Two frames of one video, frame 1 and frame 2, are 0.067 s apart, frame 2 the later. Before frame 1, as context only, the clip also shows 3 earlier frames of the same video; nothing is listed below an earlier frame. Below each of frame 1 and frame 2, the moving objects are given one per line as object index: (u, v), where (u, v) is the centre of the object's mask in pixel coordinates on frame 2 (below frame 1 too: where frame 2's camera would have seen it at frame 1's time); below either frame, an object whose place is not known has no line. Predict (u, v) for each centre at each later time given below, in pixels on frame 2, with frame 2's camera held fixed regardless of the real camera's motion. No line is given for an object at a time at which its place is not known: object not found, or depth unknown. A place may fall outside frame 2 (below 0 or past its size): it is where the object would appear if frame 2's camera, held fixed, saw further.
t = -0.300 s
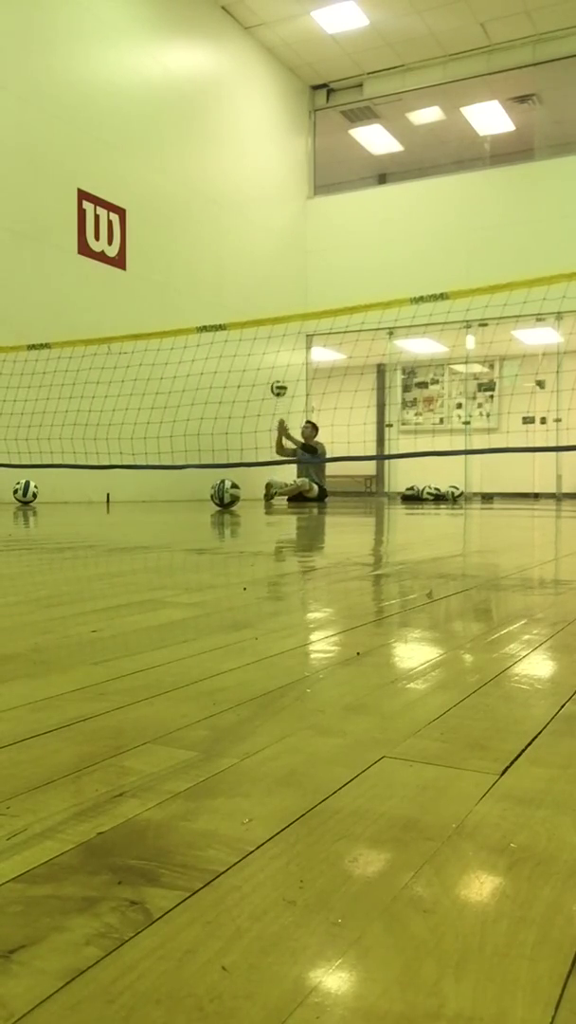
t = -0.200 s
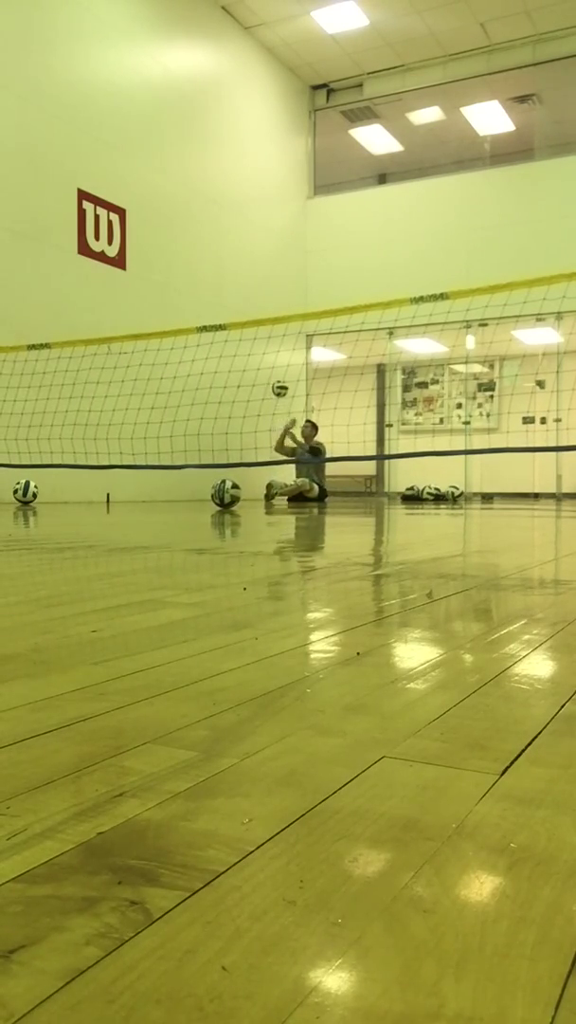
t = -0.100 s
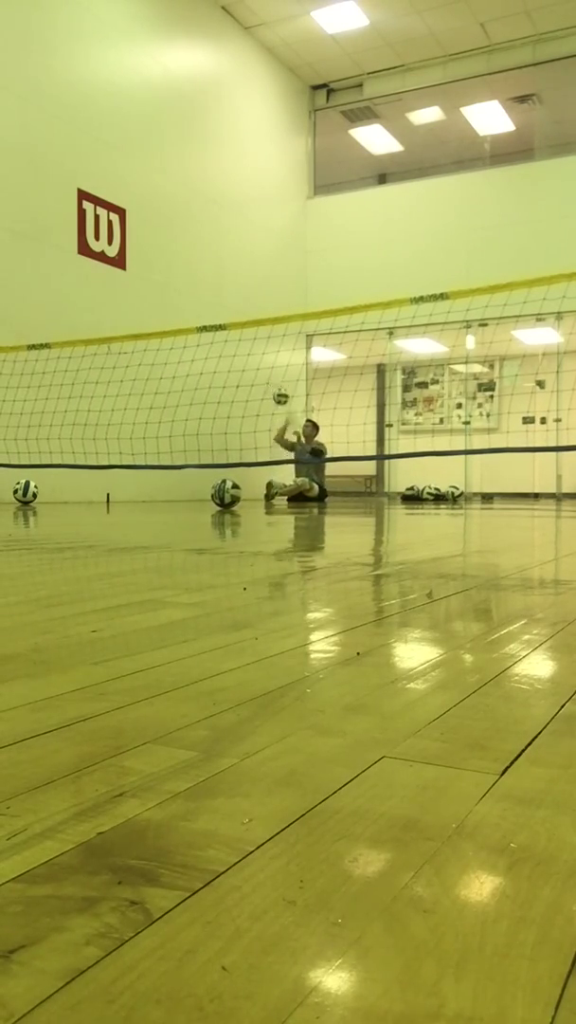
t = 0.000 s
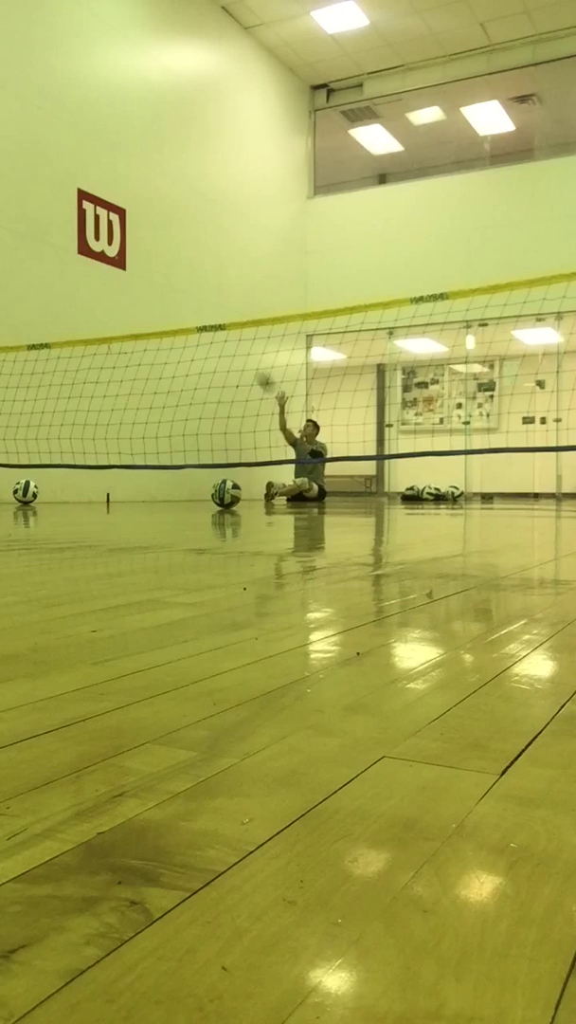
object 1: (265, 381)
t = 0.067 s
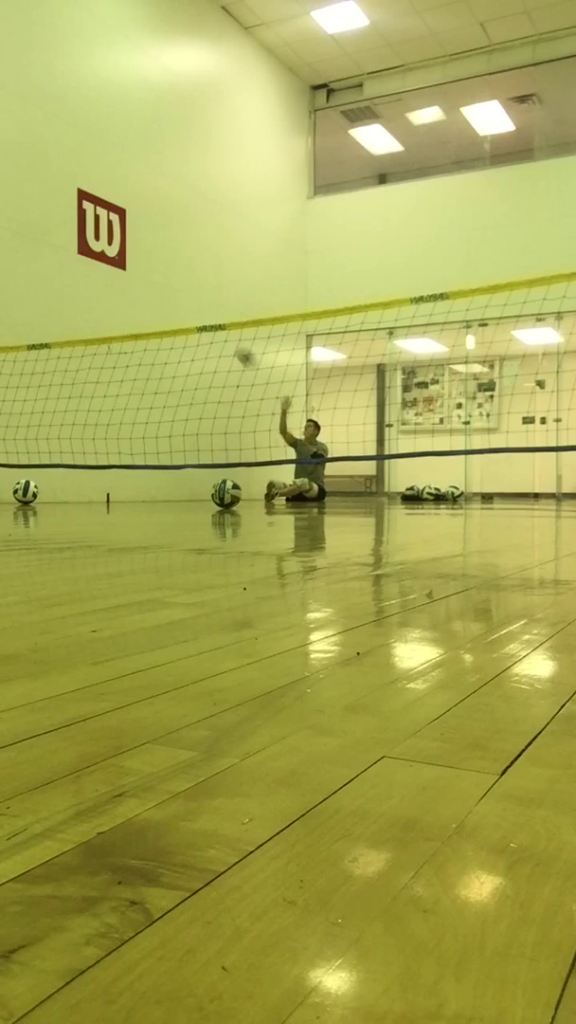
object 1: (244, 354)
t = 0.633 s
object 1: (14, 276)
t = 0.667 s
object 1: (5, 281)
